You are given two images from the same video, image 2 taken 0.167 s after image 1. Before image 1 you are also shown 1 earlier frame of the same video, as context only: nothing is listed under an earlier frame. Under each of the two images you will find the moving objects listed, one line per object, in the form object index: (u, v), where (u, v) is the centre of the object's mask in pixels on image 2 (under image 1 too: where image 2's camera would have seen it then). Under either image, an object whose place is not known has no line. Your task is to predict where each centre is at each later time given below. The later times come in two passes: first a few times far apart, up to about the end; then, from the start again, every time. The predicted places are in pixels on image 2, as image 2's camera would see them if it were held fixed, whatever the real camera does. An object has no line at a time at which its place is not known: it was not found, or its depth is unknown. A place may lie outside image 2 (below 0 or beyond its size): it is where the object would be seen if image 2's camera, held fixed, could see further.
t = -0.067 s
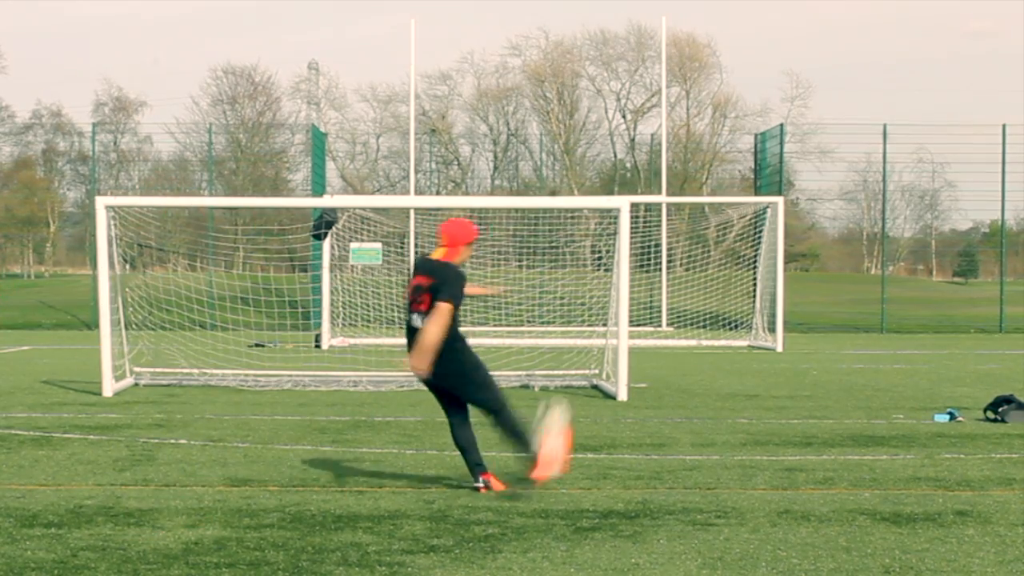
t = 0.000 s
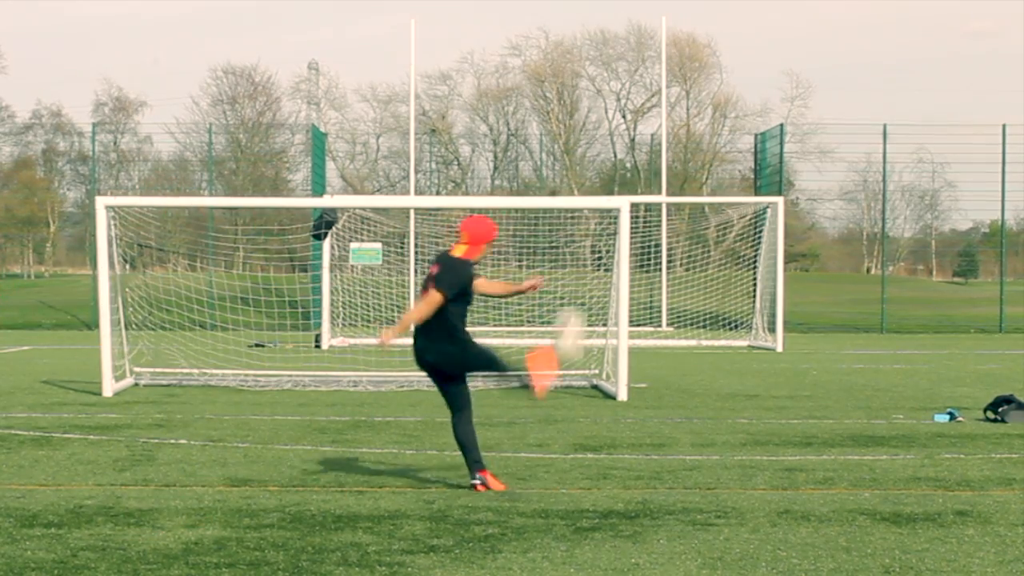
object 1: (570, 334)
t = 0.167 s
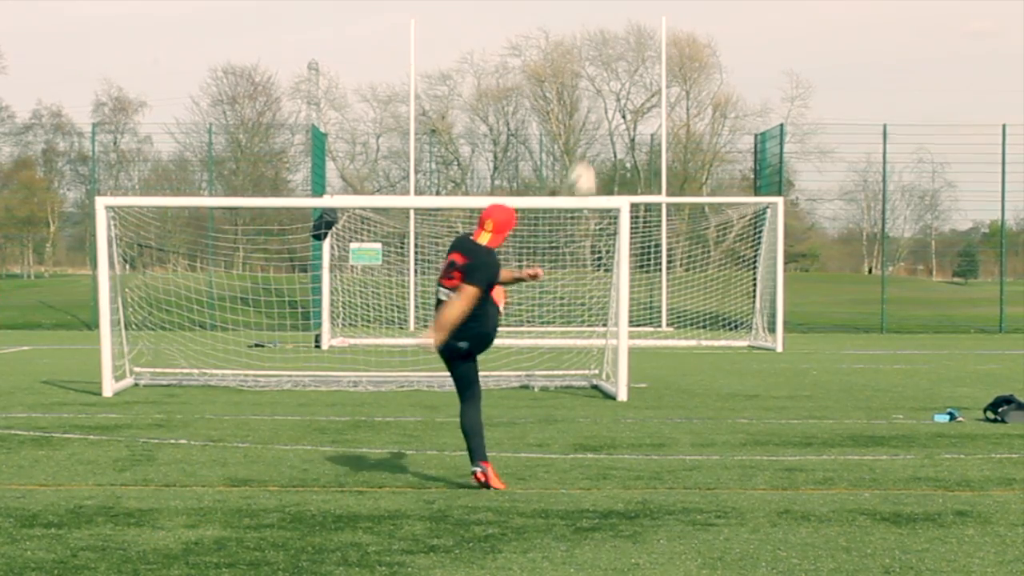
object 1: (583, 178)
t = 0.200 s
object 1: (582, 160)
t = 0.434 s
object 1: (553, 81)
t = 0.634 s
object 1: (516, 75)
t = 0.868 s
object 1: (467, 102)
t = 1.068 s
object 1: (424, 148)
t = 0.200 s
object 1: (582, 160)
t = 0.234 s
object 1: (579, 143)
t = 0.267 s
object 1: (576, 126)
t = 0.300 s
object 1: (574, 114)
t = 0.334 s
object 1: (569, 102)
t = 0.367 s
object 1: (563, 94)
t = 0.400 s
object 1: (559, 88)
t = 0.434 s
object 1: (553, 81)
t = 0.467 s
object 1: (548, 78)
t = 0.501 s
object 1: (542, 75)
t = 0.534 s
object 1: (535, 74)
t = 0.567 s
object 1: (529, 73)
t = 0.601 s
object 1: (523, 73)
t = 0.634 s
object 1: (516, 75)
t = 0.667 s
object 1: (510, 76)
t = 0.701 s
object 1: (503, 79)
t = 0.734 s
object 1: (495, 82)
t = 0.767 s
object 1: (489, 85)
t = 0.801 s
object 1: (481, 90)
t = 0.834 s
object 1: (475, 96)
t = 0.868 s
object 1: (467, 102)
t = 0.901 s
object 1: (459, 108)
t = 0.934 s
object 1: (453, 115)
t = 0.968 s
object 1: (446, 122)
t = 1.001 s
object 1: (438, 131)
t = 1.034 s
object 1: (430, 140)
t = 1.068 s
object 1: (424, 148)
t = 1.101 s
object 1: (417, 158)
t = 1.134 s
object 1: (410, 168)
